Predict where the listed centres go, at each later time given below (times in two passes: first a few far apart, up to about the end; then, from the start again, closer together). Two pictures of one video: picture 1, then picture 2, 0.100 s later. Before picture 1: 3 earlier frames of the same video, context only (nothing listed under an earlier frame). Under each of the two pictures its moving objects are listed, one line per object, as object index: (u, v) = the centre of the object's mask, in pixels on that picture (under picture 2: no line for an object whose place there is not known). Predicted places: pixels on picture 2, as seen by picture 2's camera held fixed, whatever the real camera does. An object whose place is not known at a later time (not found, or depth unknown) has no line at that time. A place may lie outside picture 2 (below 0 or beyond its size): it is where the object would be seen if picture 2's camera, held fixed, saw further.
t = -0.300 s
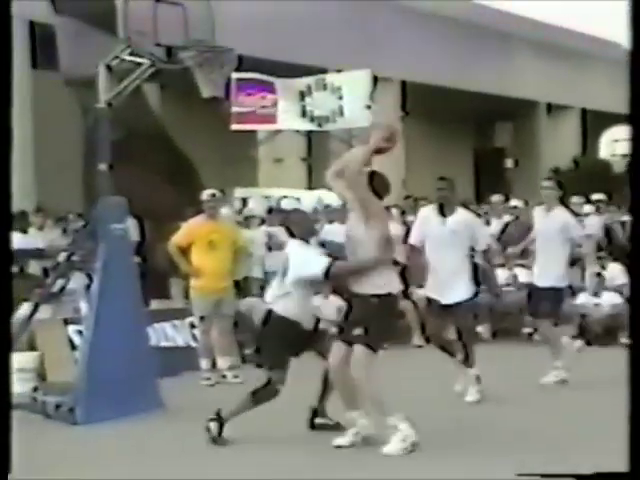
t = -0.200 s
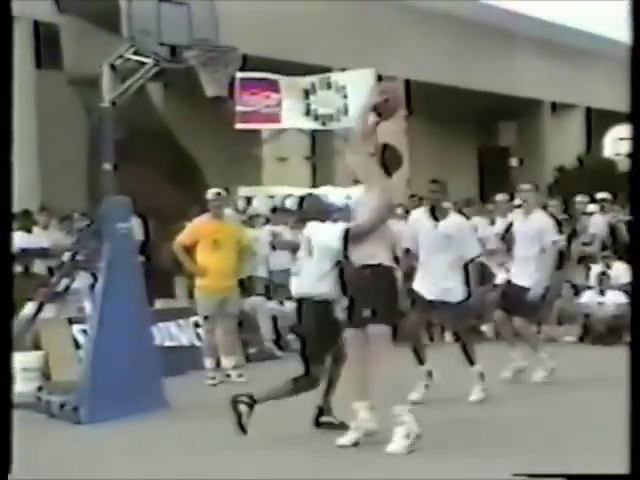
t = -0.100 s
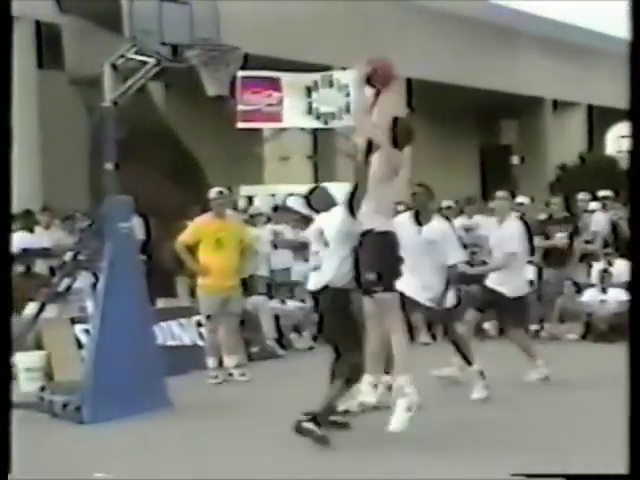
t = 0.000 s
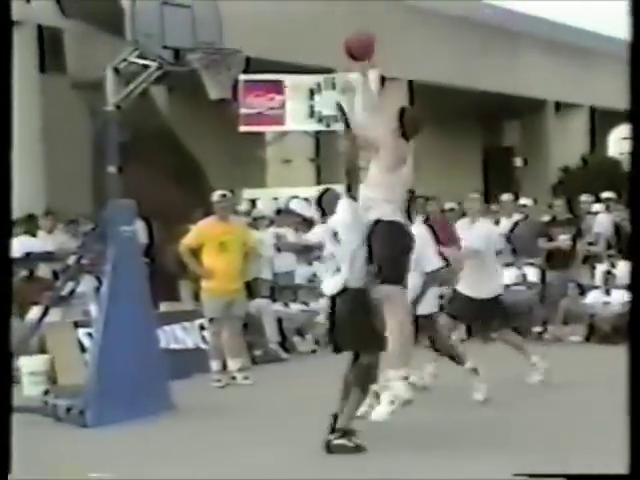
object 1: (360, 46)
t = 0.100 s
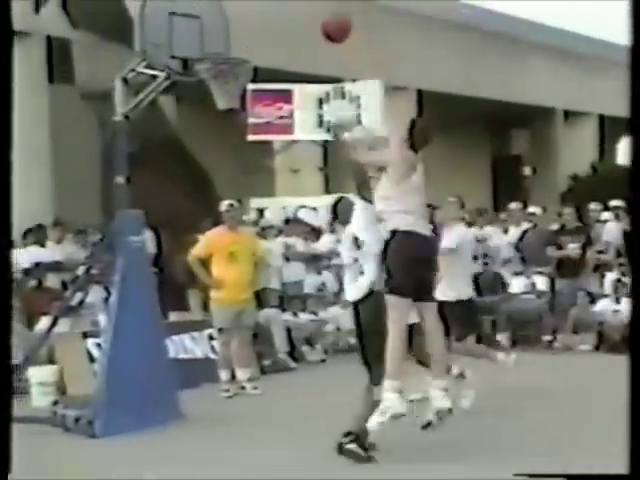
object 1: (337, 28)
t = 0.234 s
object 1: (297, 13)
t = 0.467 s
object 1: (238, 42)
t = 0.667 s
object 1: (202, 94)
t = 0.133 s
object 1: (326, 23)
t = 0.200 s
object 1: (307, 15)
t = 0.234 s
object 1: (297, 13)
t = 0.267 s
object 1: (288, 13)
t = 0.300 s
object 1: (280, 15)
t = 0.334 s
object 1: (270, 17)
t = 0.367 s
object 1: (263, 21)
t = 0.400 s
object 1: (254, 26)
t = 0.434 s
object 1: (246, 33)
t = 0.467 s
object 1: (238, 42)
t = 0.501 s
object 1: (229, 52)
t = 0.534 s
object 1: (221, 66)
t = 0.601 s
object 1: (205, 76)
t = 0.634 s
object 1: (204, 91)
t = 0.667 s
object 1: (202, 94)
